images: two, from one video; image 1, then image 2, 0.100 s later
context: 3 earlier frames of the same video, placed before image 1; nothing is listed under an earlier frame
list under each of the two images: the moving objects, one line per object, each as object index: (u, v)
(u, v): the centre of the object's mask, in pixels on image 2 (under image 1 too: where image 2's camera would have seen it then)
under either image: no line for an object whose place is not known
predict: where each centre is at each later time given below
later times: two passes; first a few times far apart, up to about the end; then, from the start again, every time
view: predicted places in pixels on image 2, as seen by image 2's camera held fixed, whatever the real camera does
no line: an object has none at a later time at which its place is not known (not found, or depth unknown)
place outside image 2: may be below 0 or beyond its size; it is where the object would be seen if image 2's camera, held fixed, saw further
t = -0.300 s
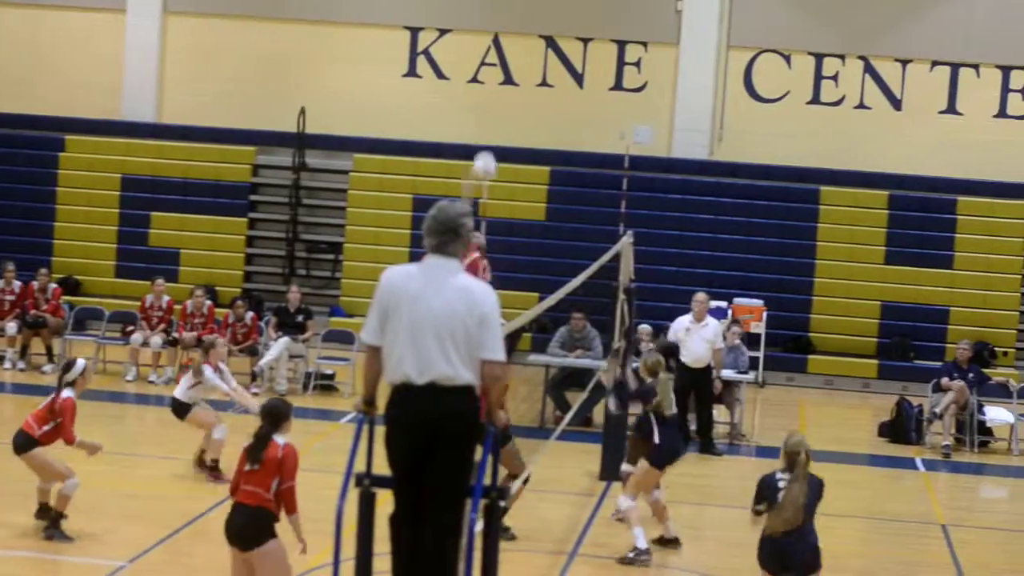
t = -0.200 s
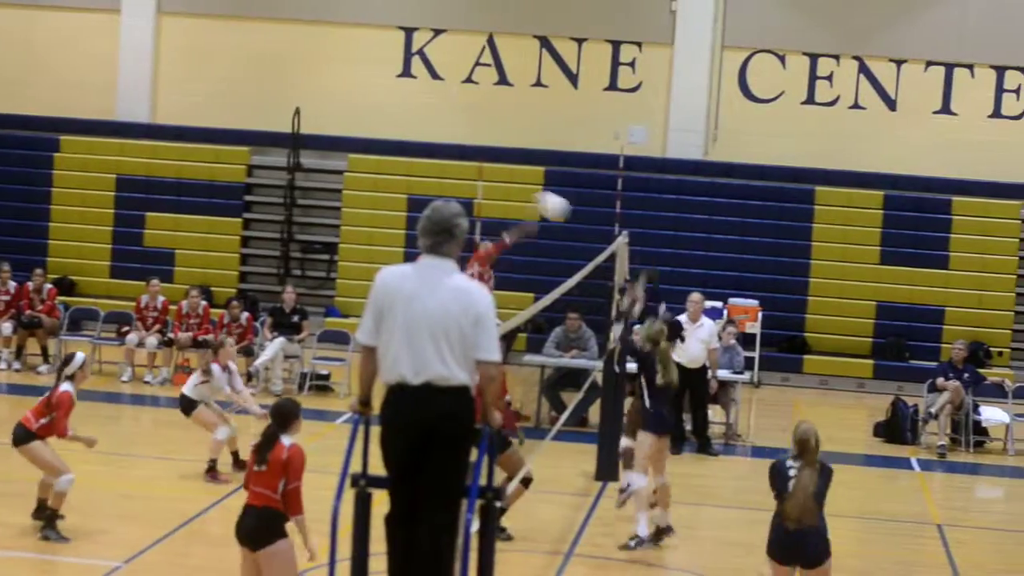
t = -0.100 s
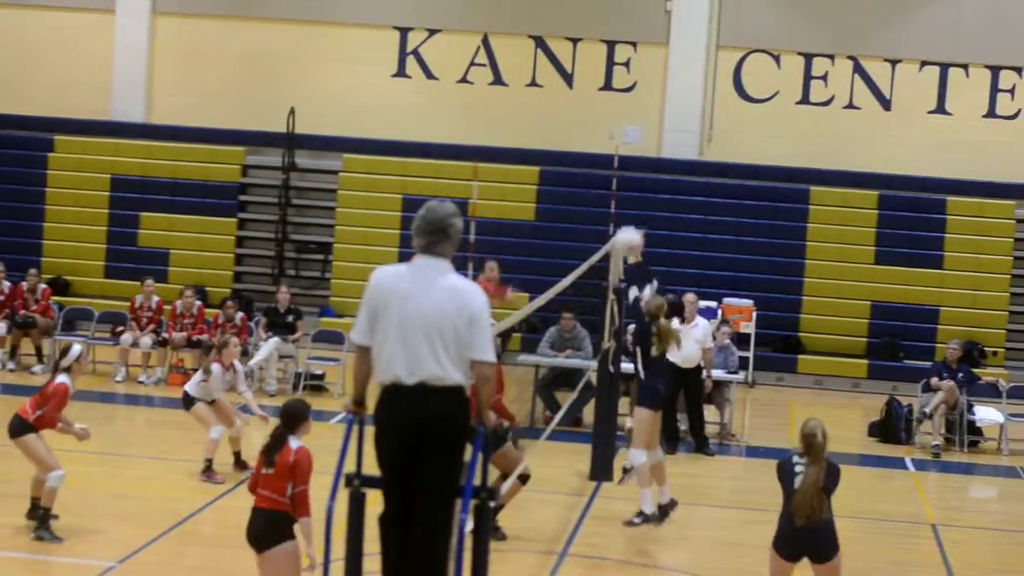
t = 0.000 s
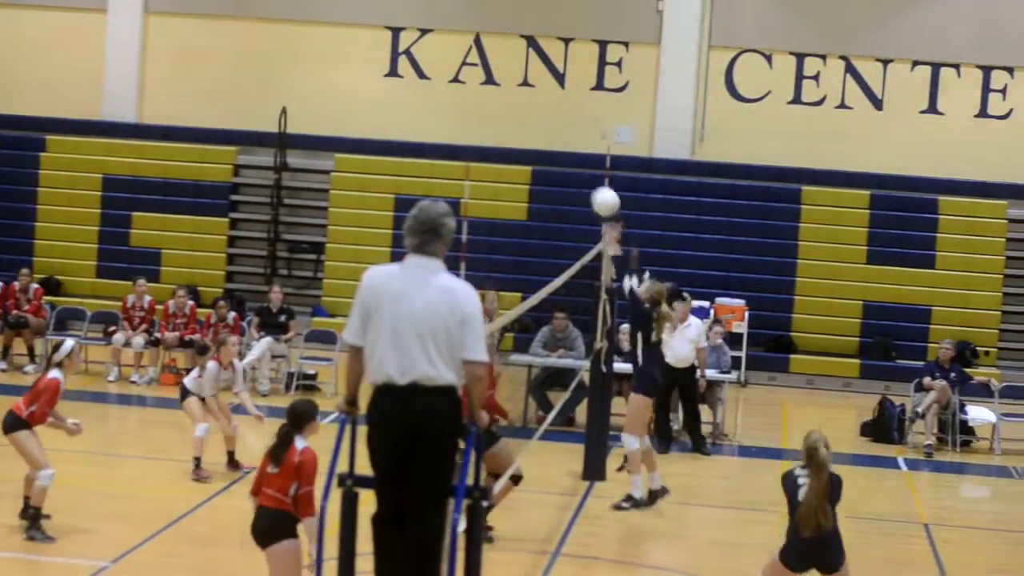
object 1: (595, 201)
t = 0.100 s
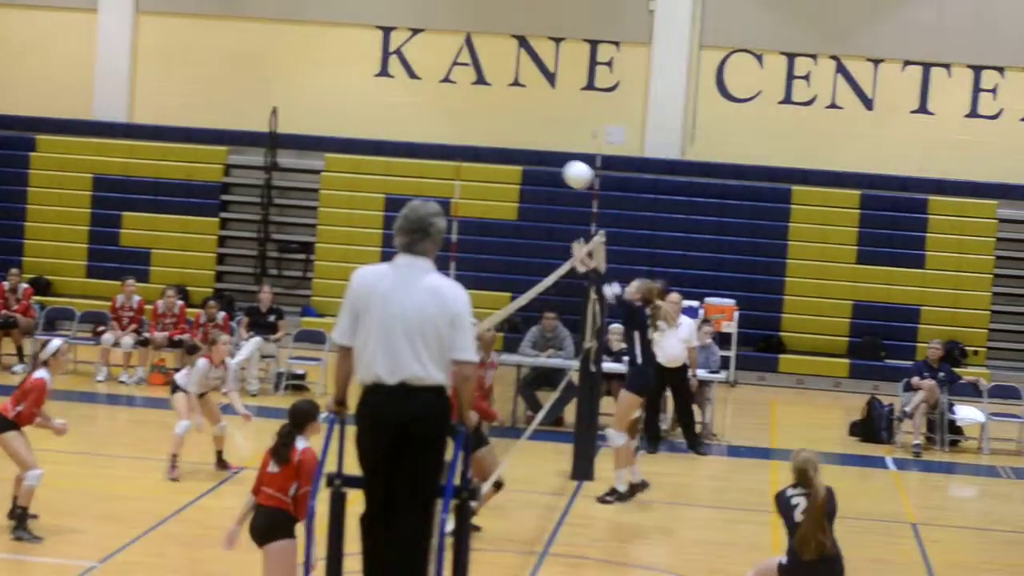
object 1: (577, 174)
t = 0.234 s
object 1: (553, 158)
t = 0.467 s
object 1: (508, 179)
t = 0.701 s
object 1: (460, 264)
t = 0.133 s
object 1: (572, 168)
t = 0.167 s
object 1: (565, 164)
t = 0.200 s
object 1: (559, 160)
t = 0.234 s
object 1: (553, 158)
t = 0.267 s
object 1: (547, 157)
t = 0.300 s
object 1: (540, 157)
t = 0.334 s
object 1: (534, 159)
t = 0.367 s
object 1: (528, 162)
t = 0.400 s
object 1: (521, 166)
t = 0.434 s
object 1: (515, 172)
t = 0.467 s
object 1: (508, 179)
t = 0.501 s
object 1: (501, 187)
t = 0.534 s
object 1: (494, 195)
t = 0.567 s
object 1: (487, 208)
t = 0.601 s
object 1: (480, 220)
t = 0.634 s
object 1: (473, 233)
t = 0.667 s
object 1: (466, 248)
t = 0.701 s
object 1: (460, 264)
